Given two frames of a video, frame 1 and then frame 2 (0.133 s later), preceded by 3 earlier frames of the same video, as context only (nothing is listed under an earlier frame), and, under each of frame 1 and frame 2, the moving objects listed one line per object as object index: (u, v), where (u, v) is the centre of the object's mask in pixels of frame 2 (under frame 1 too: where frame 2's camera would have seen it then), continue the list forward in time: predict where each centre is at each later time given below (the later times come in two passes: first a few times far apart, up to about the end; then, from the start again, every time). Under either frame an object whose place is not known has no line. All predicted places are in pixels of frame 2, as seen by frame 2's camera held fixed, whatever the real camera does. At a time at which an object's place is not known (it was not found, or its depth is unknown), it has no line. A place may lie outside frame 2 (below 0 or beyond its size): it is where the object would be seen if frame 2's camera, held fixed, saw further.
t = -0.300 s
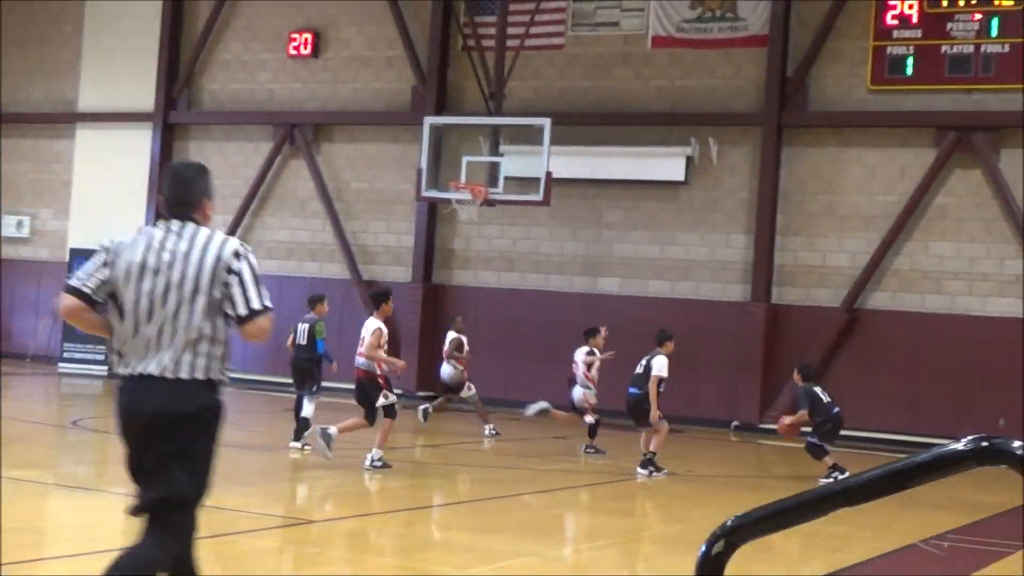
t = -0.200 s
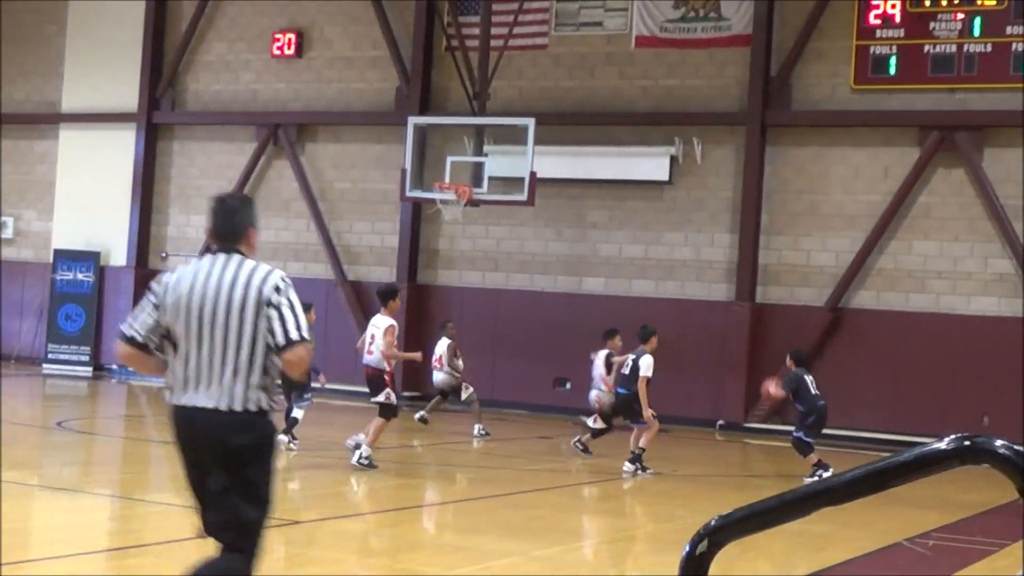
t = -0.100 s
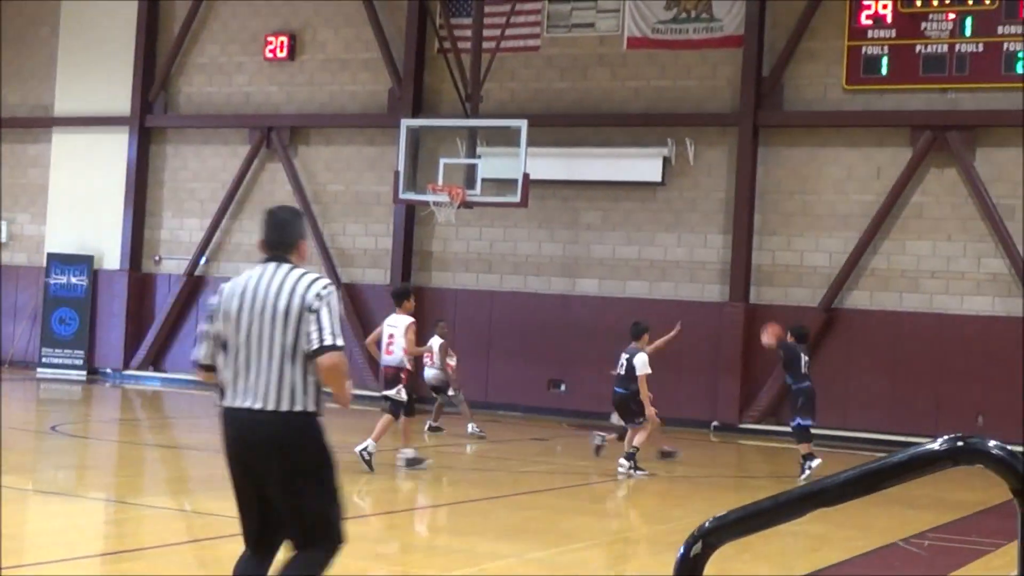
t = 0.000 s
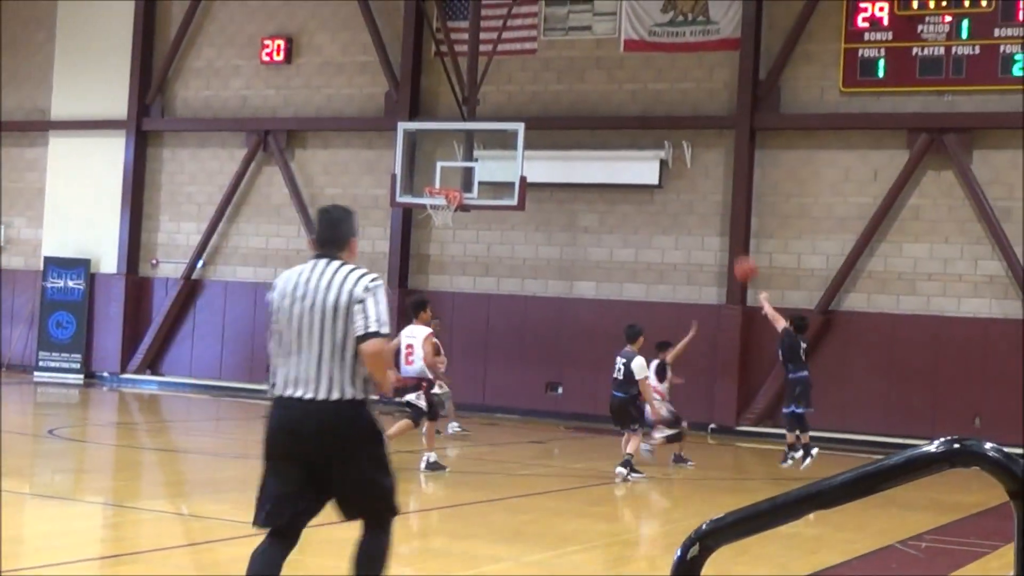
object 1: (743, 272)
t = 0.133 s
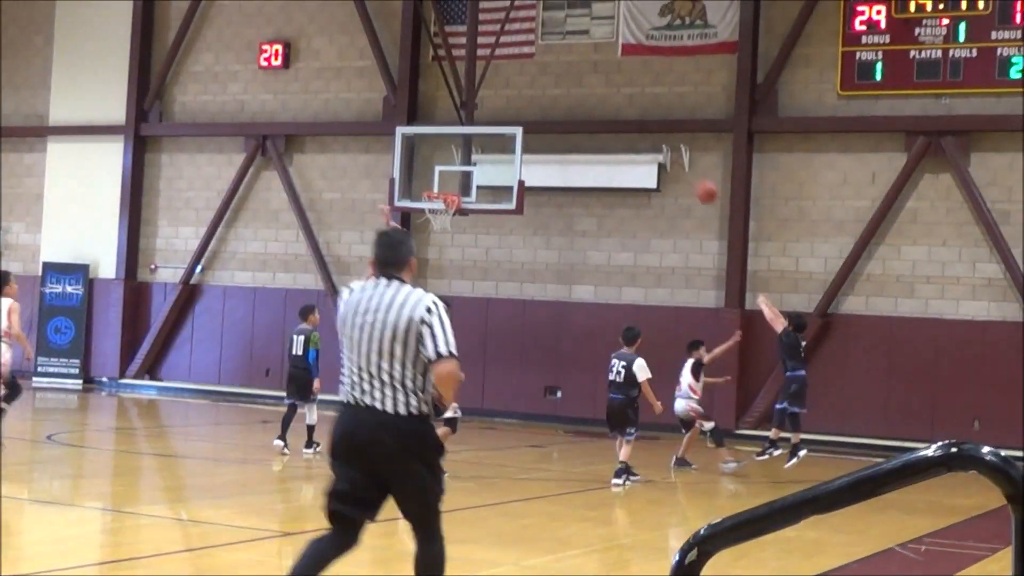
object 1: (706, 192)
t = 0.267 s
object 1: (671, 133)
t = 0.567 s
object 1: (598, 68)
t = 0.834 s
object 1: (536, 75)
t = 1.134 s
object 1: (471, 148)
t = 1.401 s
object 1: (438, 202)
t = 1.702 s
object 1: (446, 215)
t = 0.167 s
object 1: (697, 175)
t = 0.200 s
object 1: (688, 159)
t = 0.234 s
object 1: (680, 144)
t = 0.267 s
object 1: (671, 133)
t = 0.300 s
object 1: (662, 121)
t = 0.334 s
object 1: (654, 110)
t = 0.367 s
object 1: (646, 101)
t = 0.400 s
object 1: (638, 92)
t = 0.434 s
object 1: (630, 85)
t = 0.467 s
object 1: (621, 79)
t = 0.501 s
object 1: (614, 75)
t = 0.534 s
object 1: (606, 71)
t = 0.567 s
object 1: (598, 68)
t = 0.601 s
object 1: (590, 65)
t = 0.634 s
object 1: (582, 64)
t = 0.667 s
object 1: (575, 63)
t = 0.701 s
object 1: (566, 63)
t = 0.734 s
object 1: (560, 65)
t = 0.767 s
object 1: (551, 67)
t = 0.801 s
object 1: (544, 70)
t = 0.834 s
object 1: (536, 75)
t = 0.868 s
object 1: (529, 79)
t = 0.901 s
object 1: (521, 85)
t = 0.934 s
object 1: (515, 92)
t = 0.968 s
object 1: (507, 99)
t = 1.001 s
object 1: (500, 107)
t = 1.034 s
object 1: (492, 116)
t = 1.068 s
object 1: (486, 125)
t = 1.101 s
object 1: (477, 137)
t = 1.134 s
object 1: (471, 148)
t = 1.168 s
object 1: (464, 159)
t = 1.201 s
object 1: (457, 173)
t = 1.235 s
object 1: (450, 185)
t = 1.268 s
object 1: (445, 191)
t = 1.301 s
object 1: (440, 194)
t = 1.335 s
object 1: (437, 199)
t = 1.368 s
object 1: (437, 201)
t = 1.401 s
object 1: (438, 202)
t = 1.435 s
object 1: (440, 205)
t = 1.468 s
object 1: (442, 206)
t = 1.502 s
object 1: (442, 205)
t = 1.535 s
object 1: (442, 205)
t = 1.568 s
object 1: (444, 209)
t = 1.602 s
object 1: (446, 210)
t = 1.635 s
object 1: (446, 211)
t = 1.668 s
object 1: (447, 213)
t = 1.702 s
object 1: (446, 215)
